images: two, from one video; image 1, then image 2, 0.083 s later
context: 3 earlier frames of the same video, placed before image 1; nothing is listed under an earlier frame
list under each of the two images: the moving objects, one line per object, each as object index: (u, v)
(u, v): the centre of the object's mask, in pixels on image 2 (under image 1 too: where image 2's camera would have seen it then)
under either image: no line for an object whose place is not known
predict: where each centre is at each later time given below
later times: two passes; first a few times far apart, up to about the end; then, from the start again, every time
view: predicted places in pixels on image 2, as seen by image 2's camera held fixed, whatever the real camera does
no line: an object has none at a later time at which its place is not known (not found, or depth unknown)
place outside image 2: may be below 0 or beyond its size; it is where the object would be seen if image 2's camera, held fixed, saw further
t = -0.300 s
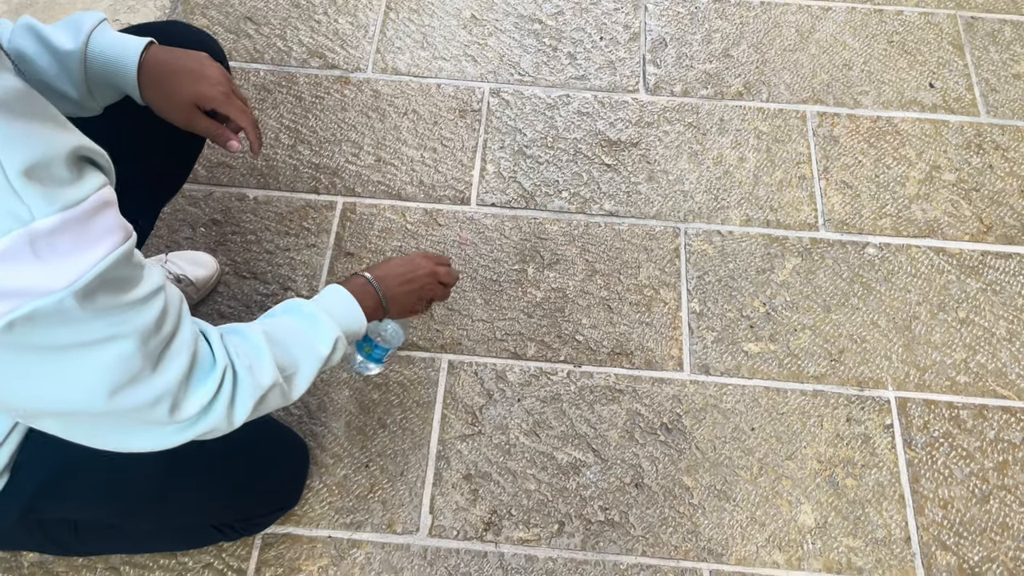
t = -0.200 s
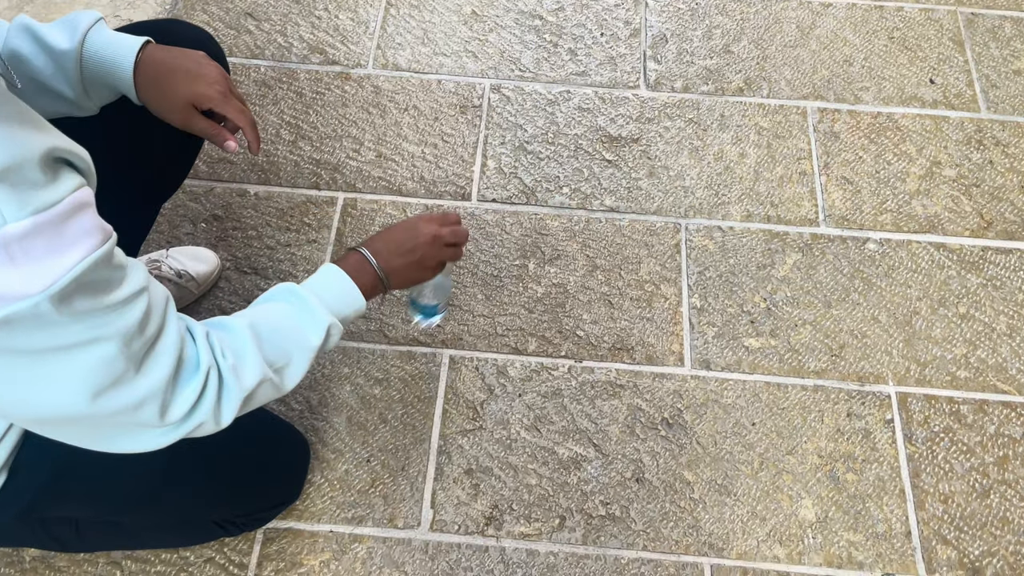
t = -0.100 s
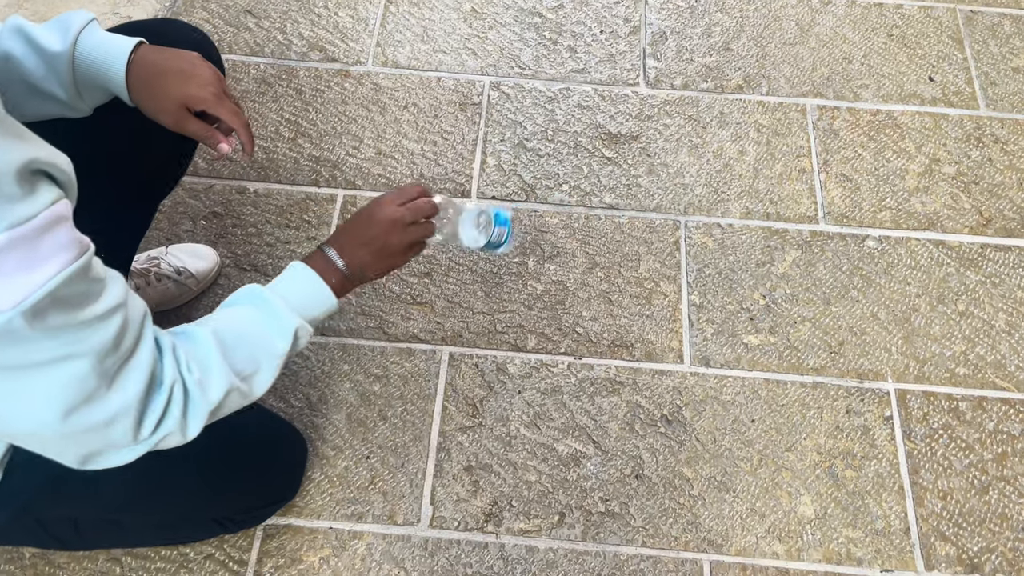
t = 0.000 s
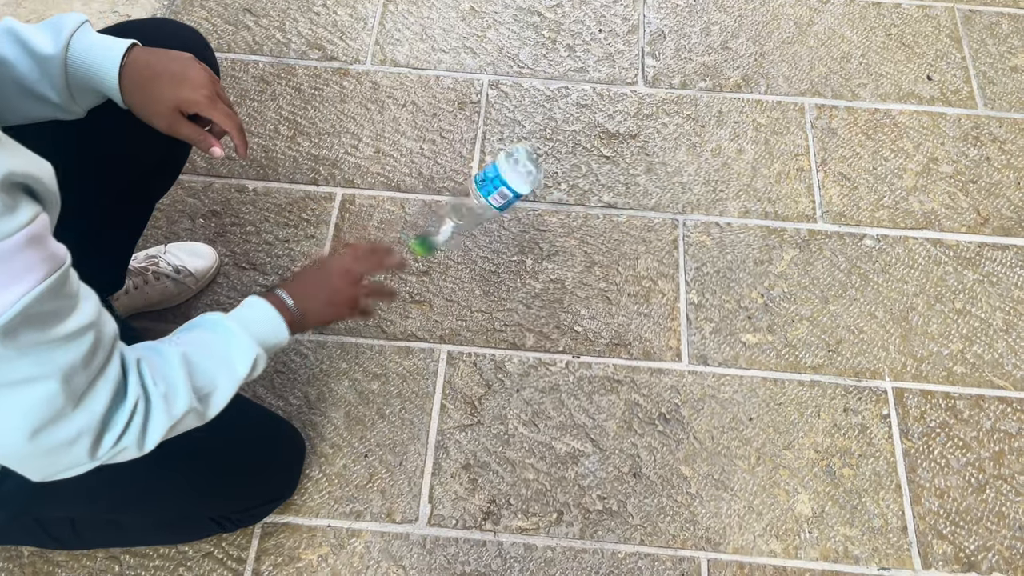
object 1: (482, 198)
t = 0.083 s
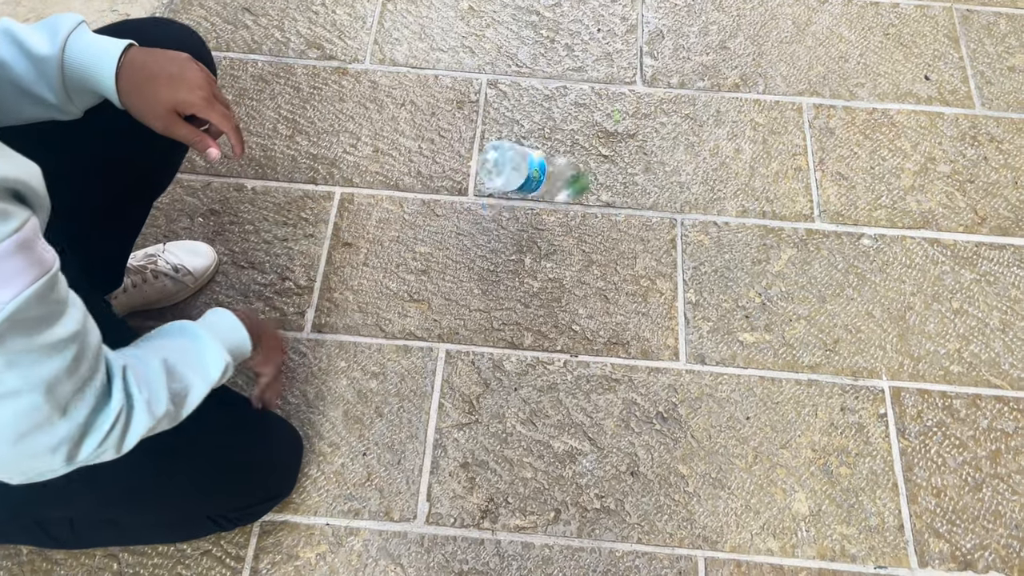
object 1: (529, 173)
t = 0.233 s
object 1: (513, 205)
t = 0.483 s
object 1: (474, 302)
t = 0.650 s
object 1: (471, 295)
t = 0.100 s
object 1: (540, 169)
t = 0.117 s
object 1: (548, 165)
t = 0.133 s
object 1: (551, 162)
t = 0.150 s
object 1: (550, 161)
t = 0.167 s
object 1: (546, 163)
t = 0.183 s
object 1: (540, 168)
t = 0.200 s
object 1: (531, 177)
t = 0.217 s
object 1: (521, 190)
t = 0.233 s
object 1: (513, 205)
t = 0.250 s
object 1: (506, 220)
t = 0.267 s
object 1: (501, 236)
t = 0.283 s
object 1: (495, 250)
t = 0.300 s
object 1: (492, 264)
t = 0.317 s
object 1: (489, 279)
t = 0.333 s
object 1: (489, 294)
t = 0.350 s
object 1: (481, 303)
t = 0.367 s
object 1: (480, 303)
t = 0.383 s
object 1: (478, 304)
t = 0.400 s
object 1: (477, 303)
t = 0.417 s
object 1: (476, 302)
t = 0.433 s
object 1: (475, 302)
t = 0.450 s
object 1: (475, 302)
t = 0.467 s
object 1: (475, 302)
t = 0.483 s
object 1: (474, 302)
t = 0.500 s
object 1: (474, 302)
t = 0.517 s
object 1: (473, 301)
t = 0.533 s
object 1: (473, 300)
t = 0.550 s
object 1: (473, 299)
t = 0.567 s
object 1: (473, 298)
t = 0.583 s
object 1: (473, 297)
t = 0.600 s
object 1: (472, 297)
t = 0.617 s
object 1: (471, 297)
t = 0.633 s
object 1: (472, 296)
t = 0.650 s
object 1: (471, 295)
